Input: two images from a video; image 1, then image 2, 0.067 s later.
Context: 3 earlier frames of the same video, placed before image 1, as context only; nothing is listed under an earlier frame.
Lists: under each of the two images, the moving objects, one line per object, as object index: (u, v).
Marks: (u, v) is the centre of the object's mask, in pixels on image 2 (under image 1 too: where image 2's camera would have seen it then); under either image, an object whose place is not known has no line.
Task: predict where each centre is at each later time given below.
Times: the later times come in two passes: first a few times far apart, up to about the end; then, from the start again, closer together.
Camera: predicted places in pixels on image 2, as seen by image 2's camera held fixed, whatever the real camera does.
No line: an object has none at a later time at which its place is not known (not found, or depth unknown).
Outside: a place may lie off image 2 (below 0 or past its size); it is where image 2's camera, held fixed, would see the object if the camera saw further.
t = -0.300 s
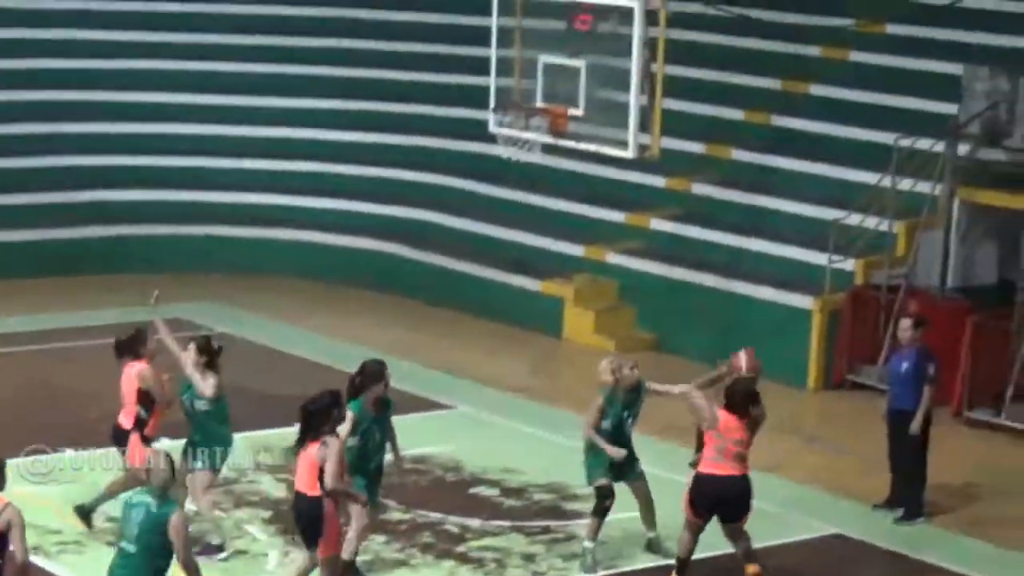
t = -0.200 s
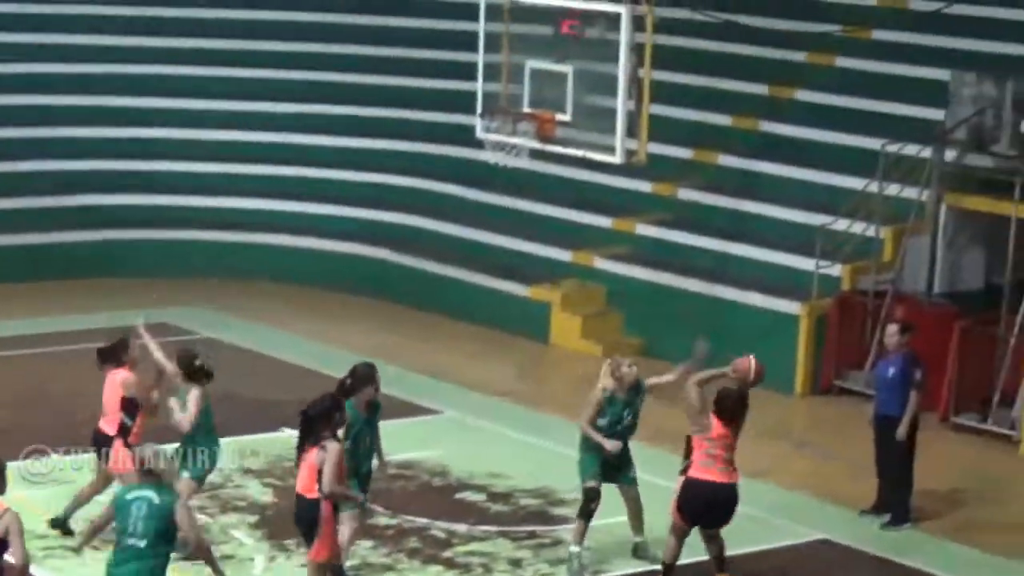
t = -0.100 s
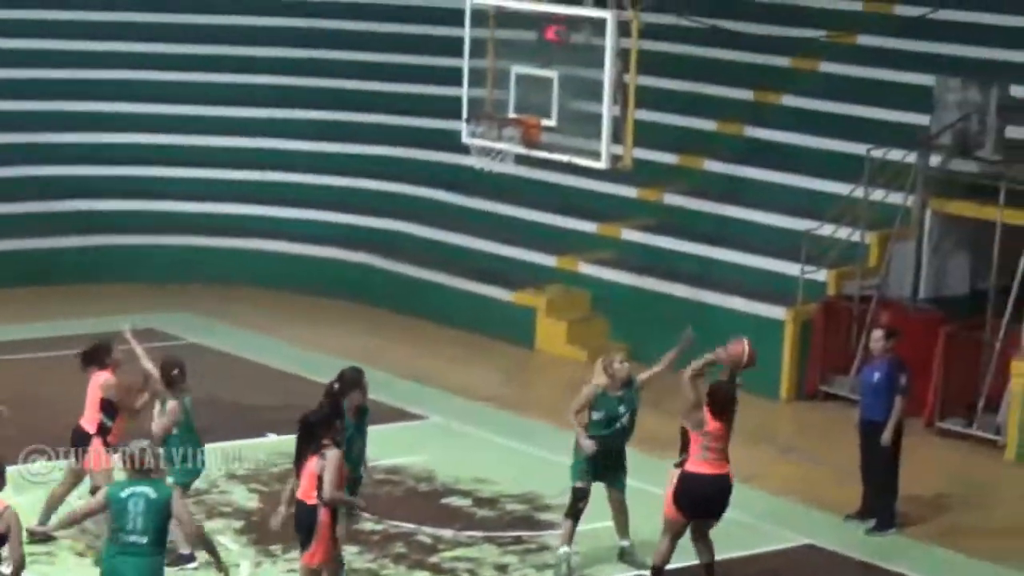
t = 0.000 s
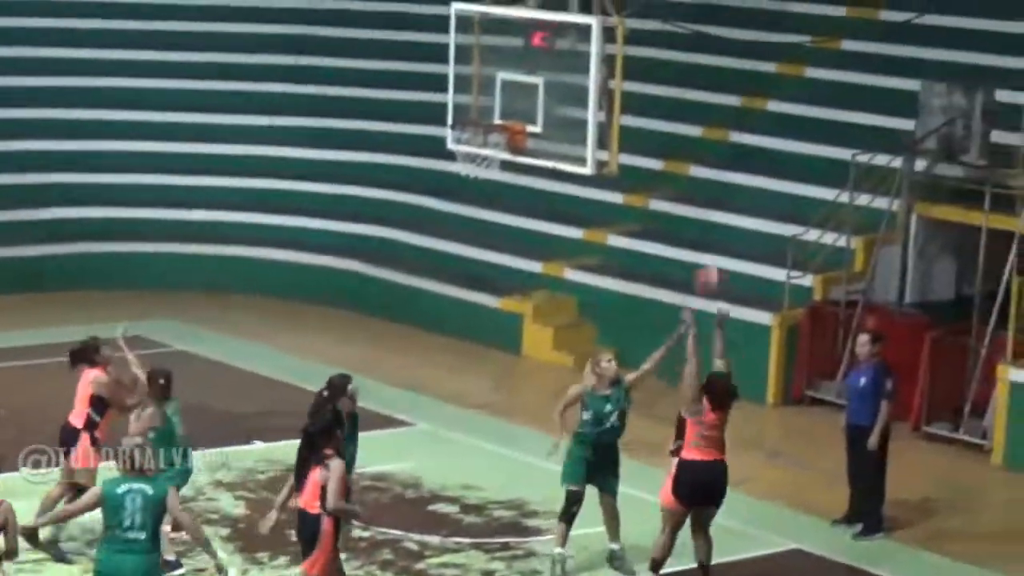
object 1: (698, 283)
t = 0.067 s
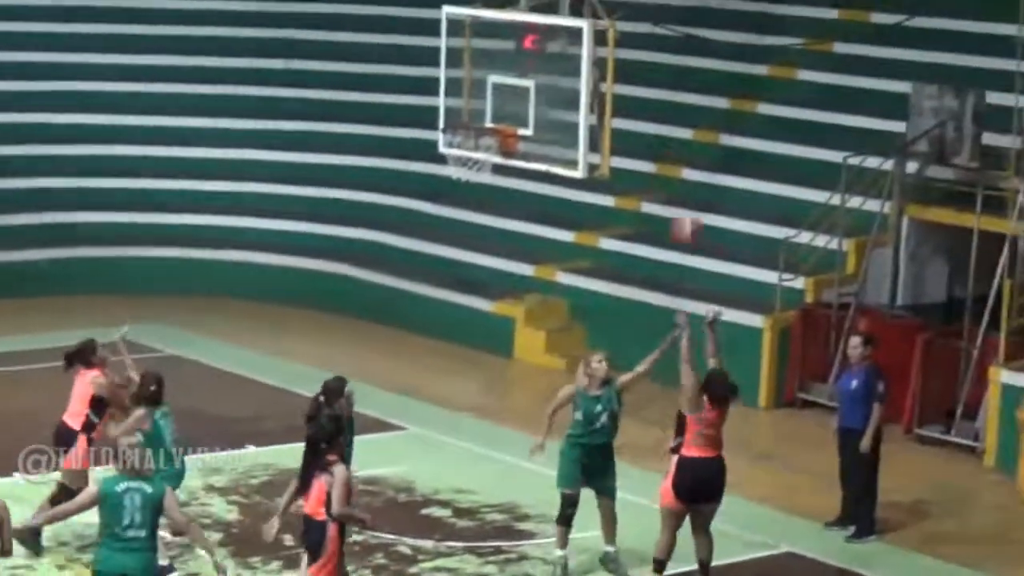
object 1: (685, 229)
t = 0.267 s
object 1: (636, 114)
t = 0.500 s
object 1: (580, 55)
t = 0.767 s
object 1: (515, 75)
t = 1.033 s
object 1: (455, 170)
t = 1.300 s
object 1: (404, 308)
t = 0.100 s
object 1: (679, 205)
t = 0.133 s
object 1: (670, 184)
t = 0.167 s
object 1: (661, 162)
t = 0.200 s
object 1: (651, 145)
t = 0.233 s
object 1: (645, 128)
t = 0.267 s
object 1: (636, 114)
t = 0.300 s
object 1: (628, 102)
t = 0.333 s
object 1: (622, 87)
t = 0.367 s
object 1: (611, 80)
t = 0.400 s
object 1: (602, 71)
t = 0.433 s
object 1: (596, 65)
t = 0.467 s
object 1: (586, 60)
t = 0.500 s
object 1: (580, 55)
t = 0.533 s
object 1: (570, 52)
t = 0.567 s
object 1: (563, 51)
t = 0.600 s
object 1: (555, 51)
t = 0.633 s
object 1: (548, 53)
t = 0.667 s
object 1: (539, 56)
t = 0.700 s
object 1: (531, 60)
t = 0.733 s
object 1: (522, 67)
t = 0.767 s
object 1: (515, 75)
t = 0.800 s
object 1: (508, 84)
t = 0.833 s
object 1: (499, 94)
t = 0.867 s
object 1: (492, 106)
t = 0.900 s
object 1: (482, 116)
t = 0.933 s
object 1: (474, 130)
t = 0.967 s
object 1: (468, 148)
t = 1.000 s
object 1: (460, 160)
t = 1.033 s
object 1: (455, 170)
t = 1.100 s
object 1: (442, 199)
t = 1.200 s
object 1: (422, 250)
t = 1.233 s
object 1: (417, 267)
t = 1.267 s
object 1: (411, 289)
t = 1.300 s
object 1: (404, 308)
